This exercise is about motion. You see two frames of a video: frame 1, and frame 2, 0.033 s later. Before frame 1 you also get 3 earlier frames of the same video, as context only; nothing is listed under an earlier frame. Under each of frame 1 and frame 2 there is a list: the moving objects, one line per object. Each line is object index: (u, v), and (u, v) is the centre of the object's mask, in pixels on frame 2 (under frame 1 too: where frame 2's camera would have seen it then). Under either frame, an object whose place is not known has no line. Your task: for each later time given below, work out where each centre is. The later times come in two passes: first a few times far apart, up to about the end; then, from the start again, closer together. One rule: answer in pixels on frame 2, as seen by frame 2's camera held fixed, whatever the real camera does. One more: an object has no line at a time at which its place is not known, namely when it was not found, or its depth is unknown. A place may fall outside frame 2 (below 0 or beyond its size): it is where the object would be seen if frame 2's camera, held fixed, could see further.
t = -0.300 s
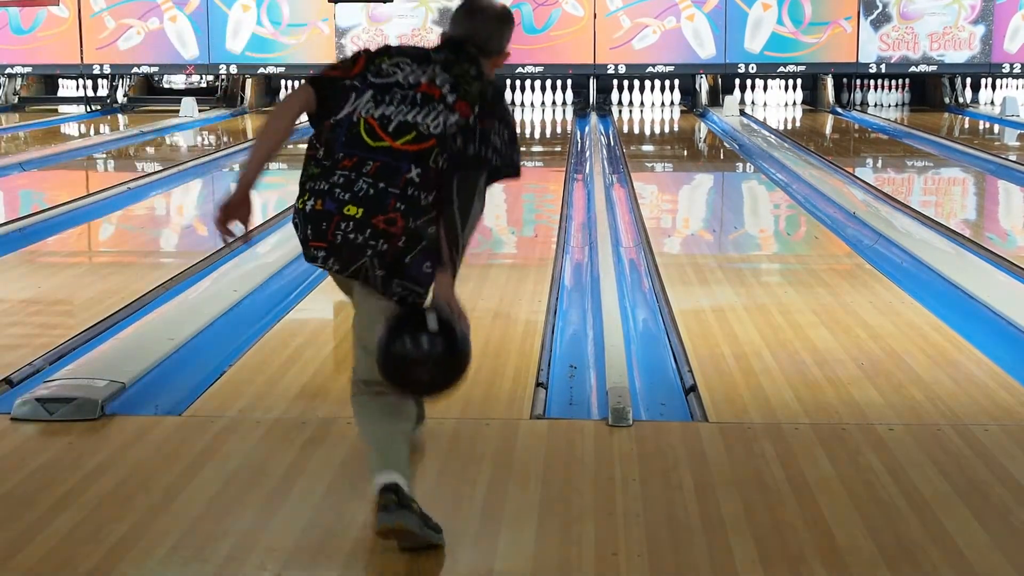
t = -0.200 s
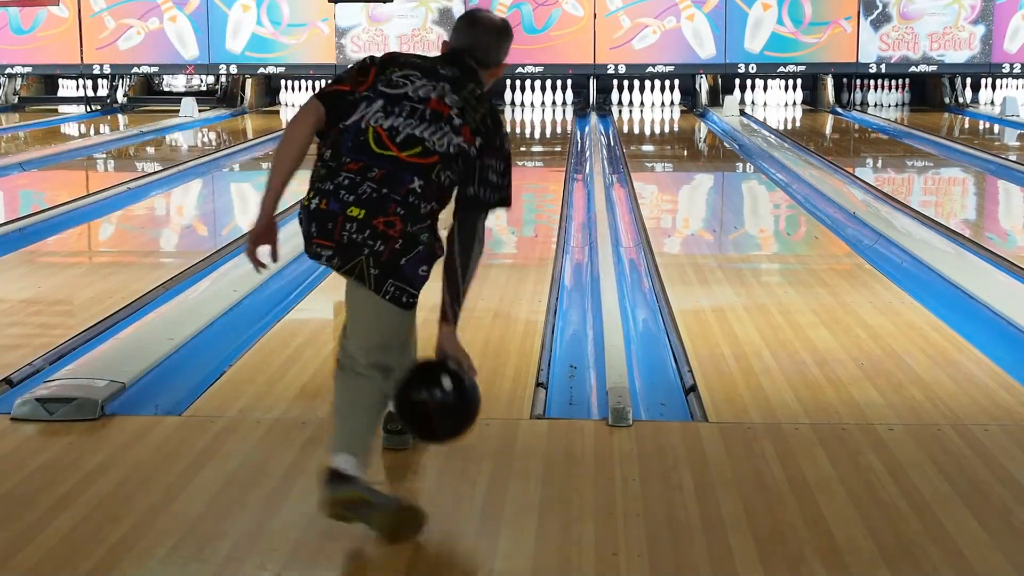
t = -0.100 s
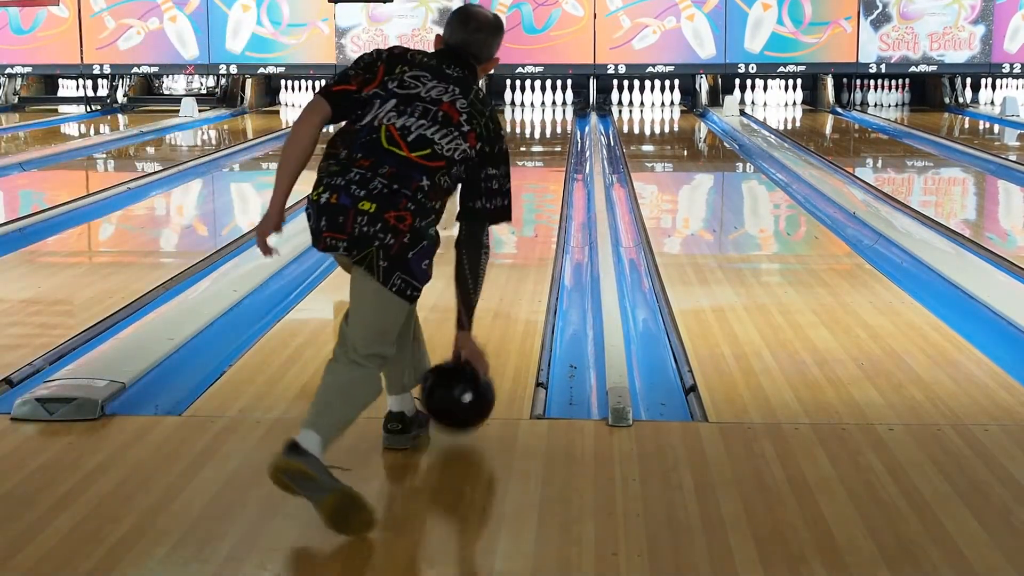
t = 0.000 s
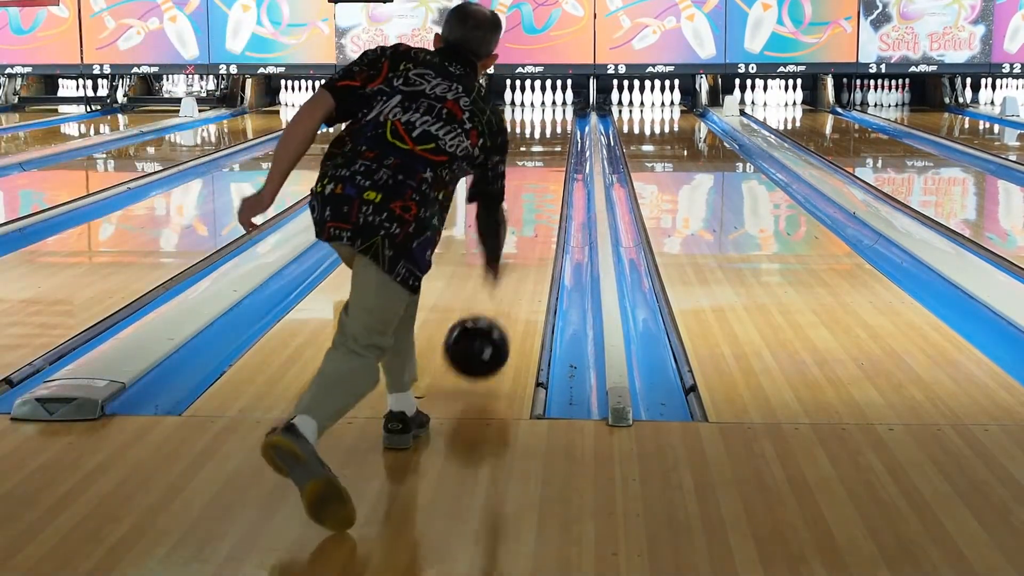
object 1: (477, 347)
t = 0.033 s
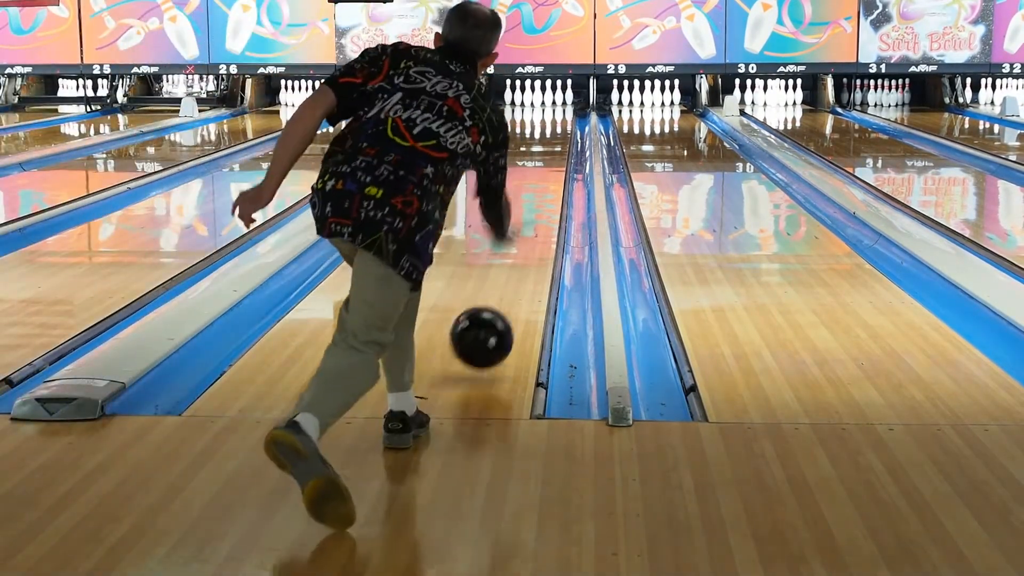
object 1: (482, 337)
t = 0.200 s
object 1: (503, 295)
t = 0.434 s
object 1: (523, 248)
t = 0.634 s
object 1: (533, 218)
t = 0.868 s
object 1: (541, 194)
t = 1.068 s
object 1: (545, 176)
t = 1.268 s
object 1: (548, 162)
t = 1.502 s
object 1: (551, 149)
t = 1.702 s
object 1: (551, 140)
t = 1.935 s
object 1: (552, 132)
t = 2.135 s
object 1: (552, 125)
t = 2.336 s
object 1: (552, 120)
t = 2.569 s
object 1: (551, 114)
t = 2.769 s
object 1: (550, 110)
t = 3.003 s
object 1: (548, 105)
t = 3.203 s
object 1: (546, 102)
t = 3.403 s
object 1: (548, 99)
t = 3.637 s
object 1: (548, 98)
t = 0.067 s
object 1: (487, 332)
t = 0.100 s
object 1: (491, 323)
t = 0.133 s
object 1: (495, 312)
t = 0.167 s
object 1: (499, 304)
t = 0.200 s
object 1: (503, 295)
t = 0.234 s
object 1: (506, 287)
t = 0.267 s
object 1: (509, 279)
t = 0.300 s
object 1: (512, 272)
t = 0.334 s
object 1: (515, 266)
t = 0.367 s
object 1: (518, 259)
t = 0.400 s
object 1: (520, 253)
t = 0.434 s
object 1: (523, 248)
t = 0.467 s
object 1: (525, 242)
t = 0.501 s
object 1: (527, 237)
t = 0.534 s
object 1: (528, 232)
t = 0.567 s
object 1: (530, 227)
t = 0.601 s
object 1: (532, 223)
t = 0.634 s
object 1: (533, 218)
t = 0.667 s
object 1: (535, 214)
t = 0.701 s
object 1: (536, 210)
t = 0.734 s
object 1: (537, 207)
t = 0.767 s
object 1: (538, 203)
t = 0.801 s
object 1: (539, 200)
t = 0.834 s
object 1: (540, 197)
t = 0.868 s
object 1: (541, 194)
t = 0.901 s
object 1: (542, 191)
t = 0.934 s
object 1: (543, 188)
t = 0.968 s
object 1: (543, 185)
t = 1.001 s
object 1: (544, 182)
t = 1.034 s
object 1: (545, 179)
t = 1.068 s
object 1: (545, 176)
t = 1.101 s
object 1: (546, 173)
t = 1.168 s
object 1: (547, 169)
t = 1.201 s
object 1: (547, 167)
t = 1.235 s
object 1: (548, 164)
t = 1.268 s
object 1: (548, 162)
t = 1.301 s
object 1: (549, 160)
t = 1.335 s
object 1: (549, 158)
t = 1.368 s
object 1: (549, 156)
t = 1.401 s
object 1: (550, 155)
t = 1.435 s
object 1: (550, 153)
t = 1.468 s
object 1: (550, 151)
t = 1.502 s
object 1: (551, 149)
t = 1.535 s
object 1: (551, 148)
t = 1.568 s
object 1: (551, 146)
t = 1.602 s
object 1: (551, 145)
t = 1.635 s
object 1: (551, 144)
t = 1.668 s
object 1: (551, 142)
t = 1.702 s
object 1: (551, 140)
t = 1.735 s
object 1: (552, 139)
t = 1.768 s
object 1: (552, 138)
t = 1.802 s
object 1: (552, 136)
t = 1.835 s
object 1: (552, 135)
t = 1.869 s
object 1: (552, 134)
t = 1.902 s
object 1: (552, 133)
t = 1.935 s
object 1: (552, 132)
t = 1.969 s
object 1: (552, 131)
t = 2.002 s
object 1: (552, 130)
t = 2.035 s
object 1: (552, 129)
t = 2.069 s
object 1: (552, 127)
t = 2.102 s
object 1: (552, 127)
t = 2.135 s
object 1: (552, 125)
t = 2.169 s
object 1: (552, 124)
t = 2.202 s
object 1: (552, 124)
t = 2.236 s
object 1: (552, 123)
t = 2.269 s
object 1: (552, 122)
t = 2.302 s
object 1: (552, 121)
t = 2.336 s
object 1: (552, 120)
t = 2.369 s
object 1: (552, 119)
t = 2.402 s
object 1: (552, 118)
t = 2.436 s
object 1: (551, 117)
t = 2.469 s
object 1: (551, 116)
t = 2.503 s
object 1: (551, 115)
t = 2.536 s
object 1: (551, 115)
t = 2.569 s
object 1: (551, 114)
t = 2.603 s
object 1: (551, 113)
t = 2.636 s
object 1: (551, 112)
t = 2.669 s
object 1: (551, 112)
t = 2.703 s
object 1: (551, 111)
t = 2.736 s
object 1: (550, 110)
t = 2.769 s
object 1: (550, 110)
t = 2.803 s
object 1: (550, 109)
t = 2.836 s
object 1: (549, 108)
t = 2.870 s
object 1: (549, 108)
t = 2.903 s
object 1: (549, 107)
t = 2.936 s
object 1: (549, 107)
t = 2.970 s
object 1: (548, 106)
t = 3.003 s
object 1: (548, 105)
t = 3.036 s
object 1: (548, 105)
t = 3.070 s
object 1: (548, 104)
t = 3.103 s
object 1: (547, 104)
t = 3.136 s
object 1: (547, 103)
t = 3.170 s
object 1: (547, 103)
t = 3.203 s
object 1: (546, 102)
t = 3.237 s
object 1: (546, 101)
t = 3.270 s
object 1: (545, 101)
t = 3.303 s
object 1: (546, 101)
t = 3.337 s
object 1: (546, 100)
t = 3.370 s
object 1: (547, 100)
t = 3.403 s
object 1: (548, 99)
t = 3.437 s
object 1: (548, 99)
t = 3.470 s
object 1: (548, 99)
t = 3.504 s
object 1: (549, 99)
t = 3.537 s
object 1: (549, 99)
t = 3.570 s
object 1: (548, 99)
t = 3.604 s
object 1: (548, 99)
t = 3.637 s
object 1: (548, 98)
